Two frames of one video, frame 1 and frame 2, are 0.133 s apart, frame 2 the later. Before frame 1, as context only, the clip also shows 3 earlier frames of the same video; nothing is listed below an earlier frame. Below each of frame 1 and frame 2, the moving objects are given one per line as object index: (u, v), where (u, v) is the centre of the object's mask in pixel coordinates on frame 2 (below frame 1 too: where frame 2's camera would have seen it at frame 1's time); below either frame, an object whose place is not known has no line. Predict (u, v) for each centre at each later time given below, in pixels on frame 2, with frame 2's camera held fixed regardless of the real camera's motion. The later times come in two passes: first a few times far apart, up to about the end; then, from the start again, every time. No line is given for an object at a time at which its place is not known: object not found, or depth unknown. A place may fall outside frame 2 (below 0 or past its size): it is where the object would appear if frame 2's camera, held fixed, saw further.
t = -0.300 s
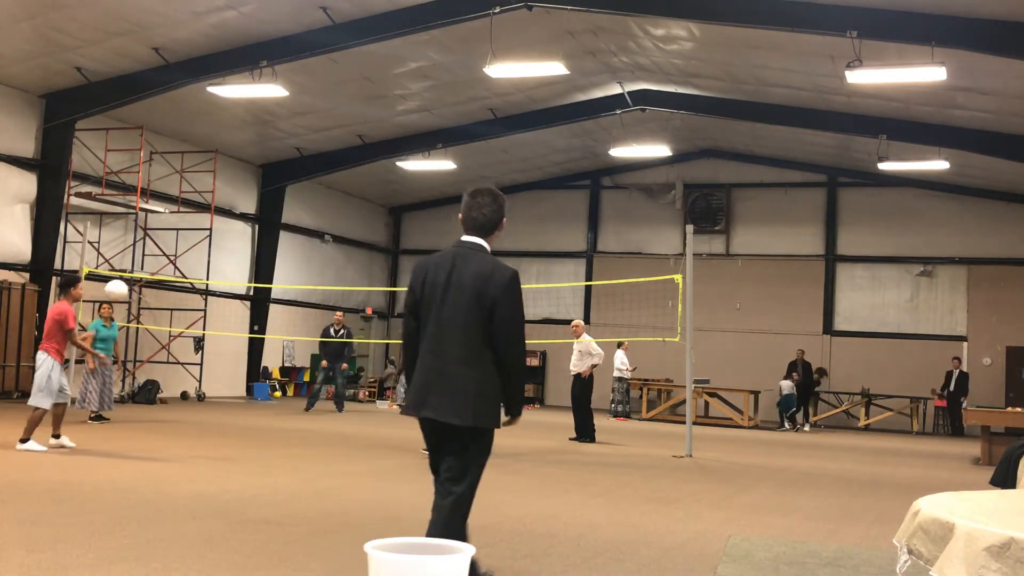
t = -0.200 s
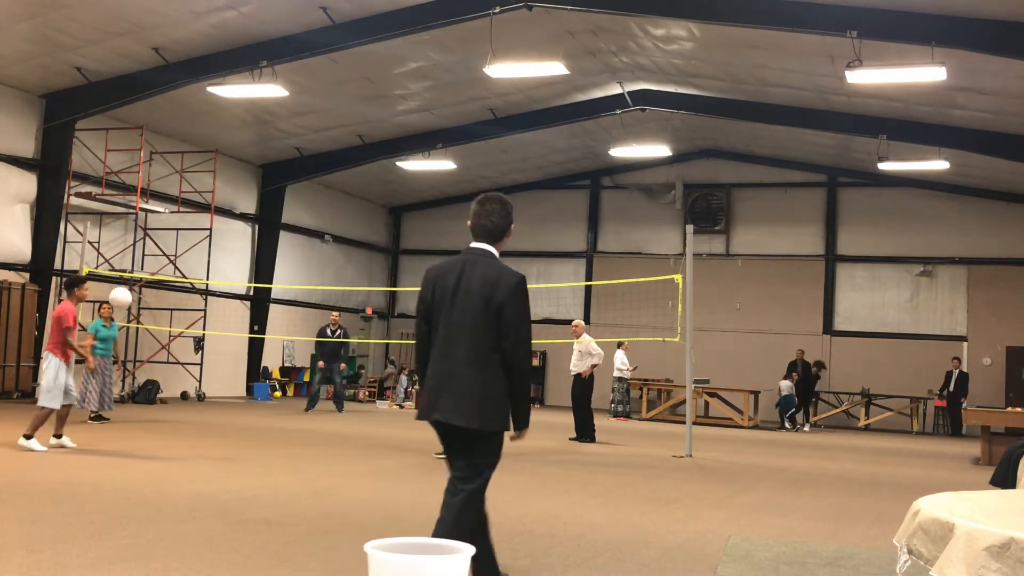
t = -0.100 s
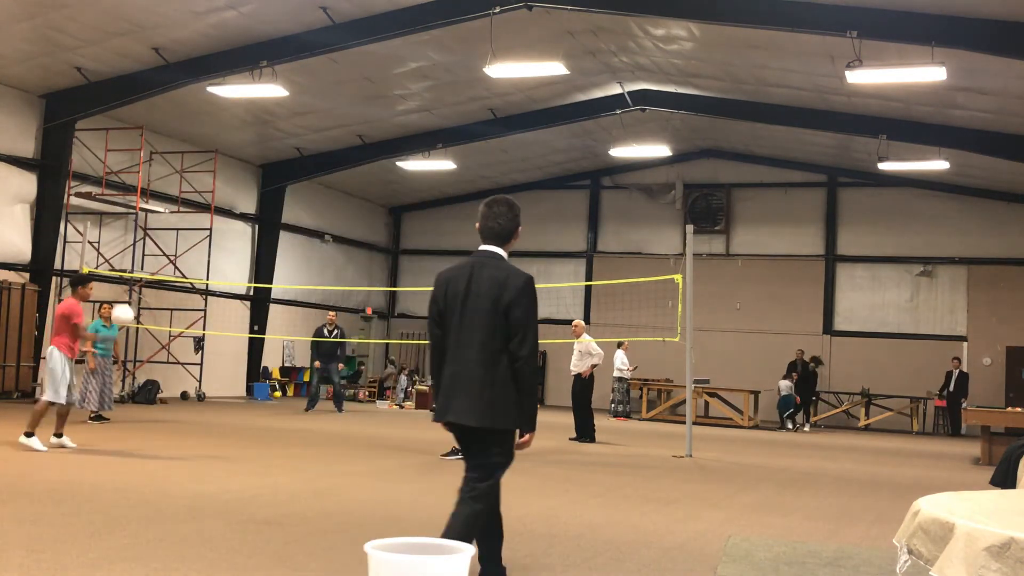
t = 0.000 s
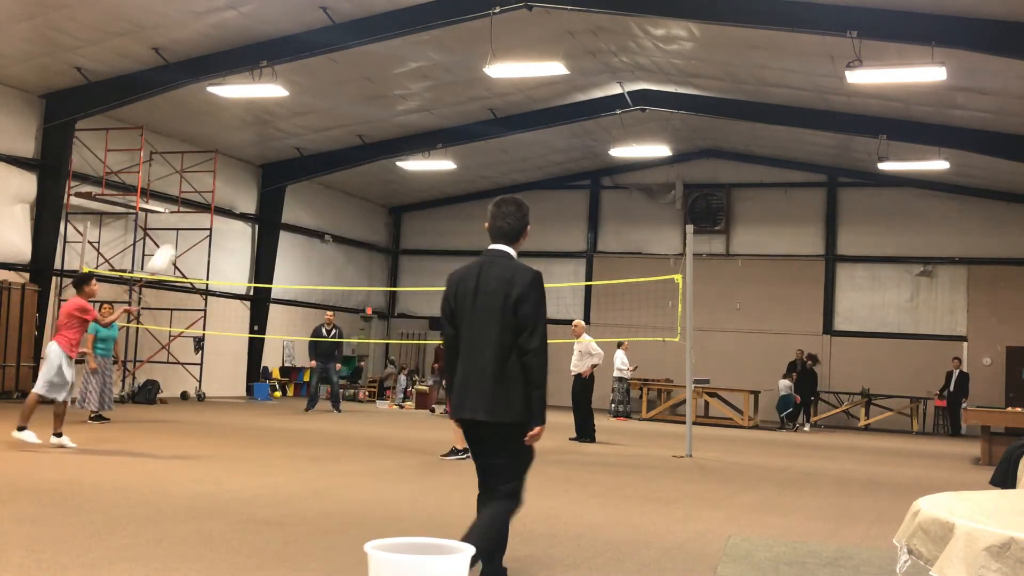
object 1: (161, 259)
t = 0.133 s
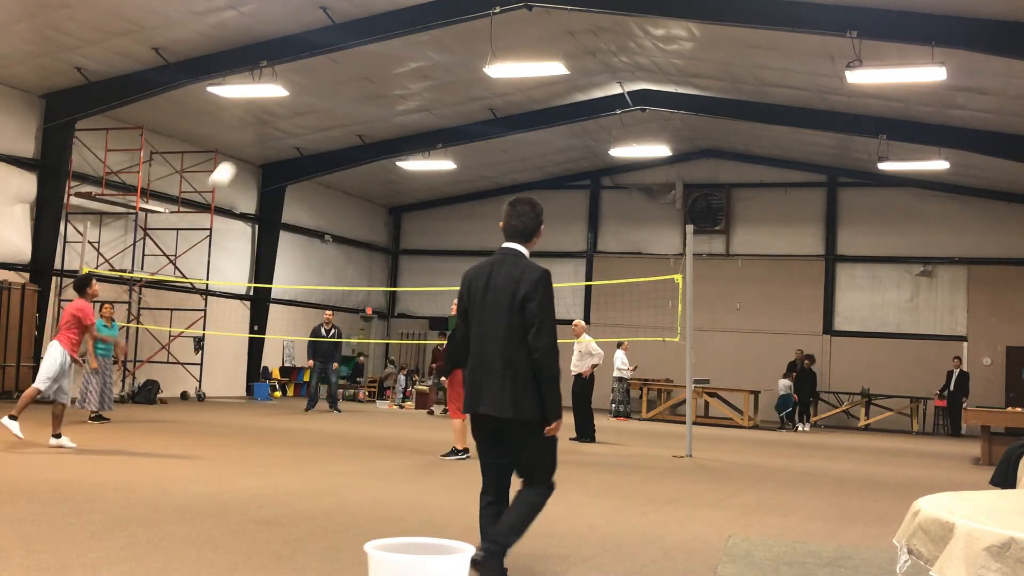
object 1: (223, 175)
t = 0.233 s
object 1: (262, 130)
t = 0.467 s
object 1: (339, 66)
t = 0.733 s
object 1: (407, 55)
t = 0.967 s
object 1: (456, 88)
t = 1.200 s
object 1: (495, 151)
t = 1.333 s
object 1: (516, 199)
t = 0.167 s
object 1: (236, 159)
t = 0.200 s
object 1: (249, 144)
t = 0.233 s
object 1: (262, 130)
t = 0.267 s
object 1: (274, 117)
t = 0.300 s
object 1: (286, 106)
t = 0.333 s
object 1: (298, 96)
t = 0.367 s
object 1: (309, 86)
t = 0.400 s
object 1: (320, 79)
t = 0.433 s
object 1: (330, 72)
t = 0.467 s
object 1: (339, 66)
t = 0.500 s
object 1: (348, 62)
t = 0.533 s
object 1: (358, 58)
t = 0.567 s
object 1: (366, 56)
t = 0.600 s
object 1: (374, 54)
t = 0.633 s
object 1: (383, 53)
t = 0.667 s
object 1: (392, 53)
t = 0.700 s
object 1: (399, 54)
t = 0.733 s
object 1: (407, 55)
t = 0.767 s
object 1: (415, 58)
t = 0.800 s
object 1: (422, 61)
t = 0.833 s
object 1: (429, 65)
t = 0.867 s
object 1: (436, 70)
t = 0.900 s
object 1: (443, 76)
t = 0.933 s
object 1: (449, 81)
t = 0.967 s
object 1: (456, 88)
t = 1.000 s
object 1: (462, 95)
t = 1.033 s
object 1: (468, 103)
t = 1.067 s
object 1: (474, 111)
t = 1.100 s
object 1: (480, 120)
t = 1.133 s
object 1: (485, 130)
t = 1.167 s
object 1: (490, 141)
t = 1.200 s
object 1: (495, 151)
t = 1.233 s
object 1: (501, 163)
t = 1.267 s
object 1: (506, 175)
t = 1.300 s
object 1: (511, 186)
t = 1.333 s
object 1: (516, 199)
